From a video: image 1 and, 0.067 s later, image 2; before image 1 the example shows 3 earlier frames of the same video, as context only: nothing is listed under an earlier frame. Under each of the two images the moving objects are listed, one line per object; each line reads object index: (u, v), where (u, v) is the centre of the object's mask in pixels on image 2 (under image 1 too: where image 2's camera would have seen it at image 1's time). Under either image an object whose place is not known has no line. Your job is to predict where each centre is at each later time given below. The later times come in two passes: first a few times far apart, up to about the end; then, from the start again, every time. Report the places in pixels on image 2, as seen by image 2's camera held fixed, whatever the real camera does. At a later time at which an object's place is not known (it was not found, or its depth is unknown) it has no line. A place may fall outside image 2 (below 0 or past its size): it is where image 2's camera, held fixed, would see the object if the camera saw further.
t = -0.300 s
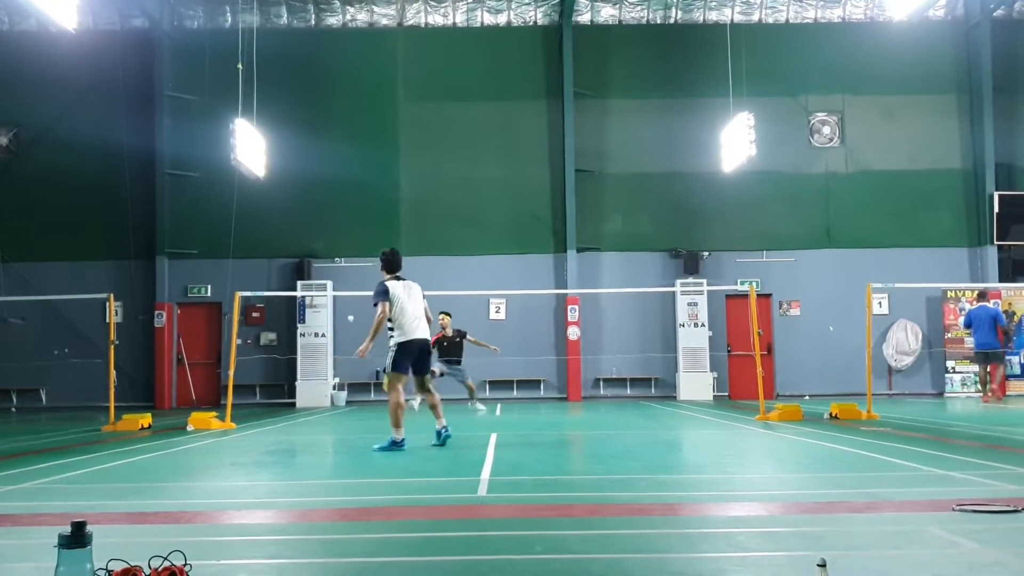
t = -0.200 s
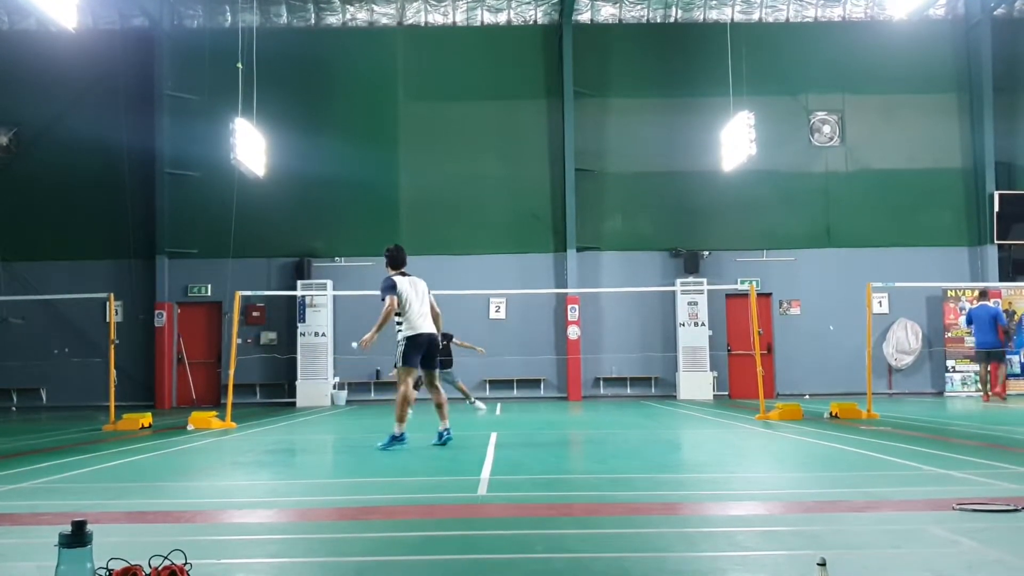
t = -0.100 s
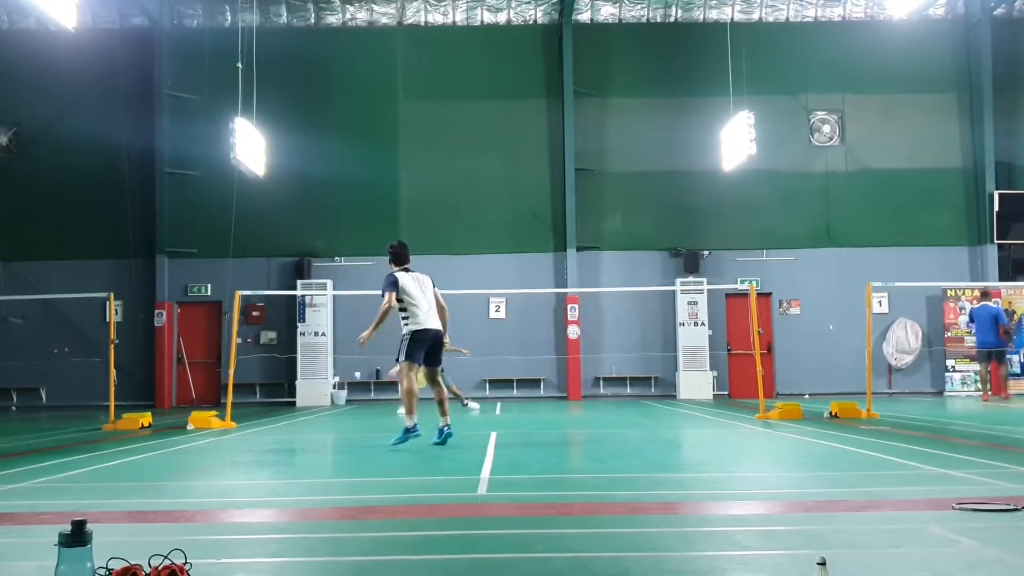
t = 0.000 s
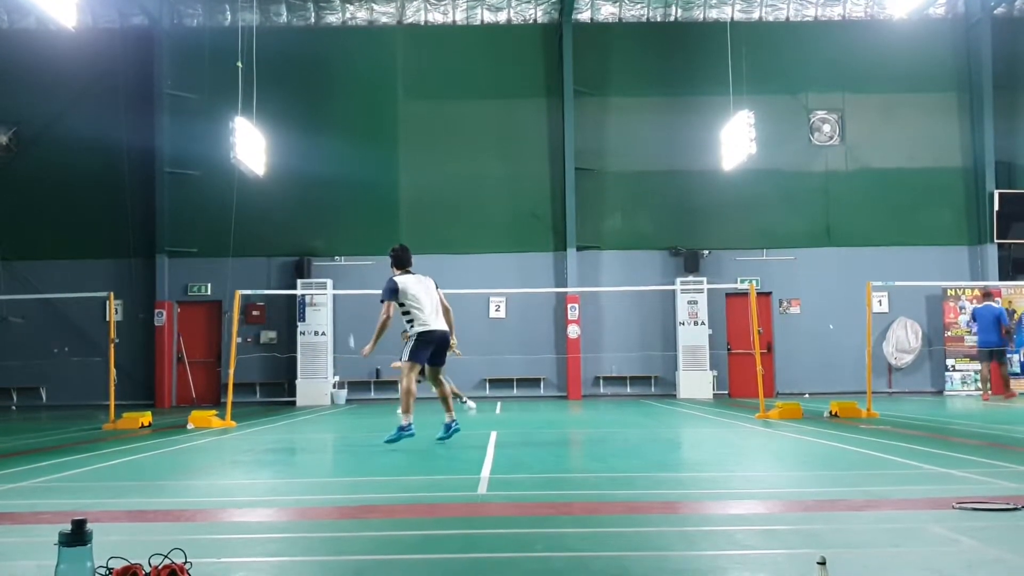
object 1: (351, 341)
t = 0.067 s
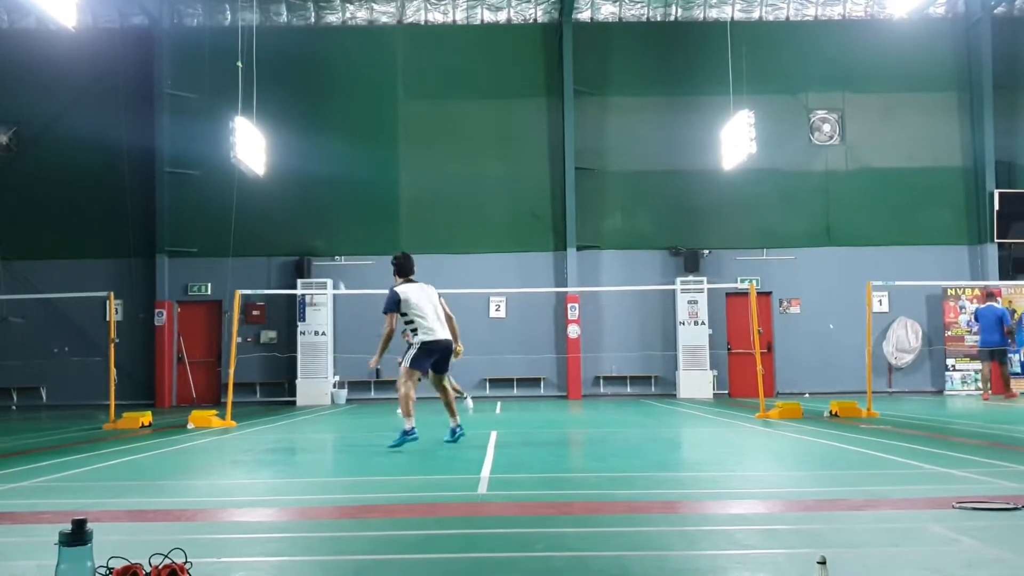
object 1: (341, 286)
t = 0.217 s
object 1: (319, 192)
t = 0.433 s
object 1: (292, 103)
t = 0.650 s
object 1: (265, 64)
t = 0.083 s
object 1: (339, 275)
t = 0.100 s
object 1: (337, 263)
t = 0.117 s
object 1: (334, 253)
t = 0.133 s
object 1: (331, 241)
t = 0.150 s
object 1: (329, 230)
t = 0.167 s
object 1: (326, 221)
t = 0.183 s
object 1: (324, 211)
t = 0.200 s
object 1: (322, 201)
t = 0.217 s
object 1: (319, 192)
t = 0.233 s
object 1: (317, 184)
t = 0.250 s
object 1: (315, 175)
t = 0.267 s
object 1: (313, 167)
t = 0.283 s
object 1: (311, 159)
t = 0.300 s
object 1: (309, 152)
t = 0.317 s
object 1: (307, 145)
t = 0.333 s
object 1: (305, 138)
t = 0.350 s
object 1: (302, 131)
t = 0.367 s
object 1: (300, 125)
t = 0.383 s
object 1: (298, 119)
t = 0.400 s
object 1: (296, 113)
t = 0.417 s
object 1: (294, 108)
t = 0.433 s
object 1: (292, 103)
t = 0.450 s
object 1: (289, 98)
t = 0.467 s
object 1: (288, 93)
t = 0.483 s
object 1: (286, 89)
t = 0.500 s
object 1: (284, 85)
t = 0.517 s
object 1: (282, 82)
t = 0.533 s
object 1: (280, 78)
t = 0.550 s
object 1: (278, 75)
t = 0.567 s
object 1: (276, 73)
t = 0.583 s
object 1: (273, 70)
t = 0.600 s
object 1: (271, 68)
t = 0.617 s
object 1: (269, 67)
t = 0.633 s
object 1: (267, 65)
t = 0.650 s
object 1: (265, 64)
